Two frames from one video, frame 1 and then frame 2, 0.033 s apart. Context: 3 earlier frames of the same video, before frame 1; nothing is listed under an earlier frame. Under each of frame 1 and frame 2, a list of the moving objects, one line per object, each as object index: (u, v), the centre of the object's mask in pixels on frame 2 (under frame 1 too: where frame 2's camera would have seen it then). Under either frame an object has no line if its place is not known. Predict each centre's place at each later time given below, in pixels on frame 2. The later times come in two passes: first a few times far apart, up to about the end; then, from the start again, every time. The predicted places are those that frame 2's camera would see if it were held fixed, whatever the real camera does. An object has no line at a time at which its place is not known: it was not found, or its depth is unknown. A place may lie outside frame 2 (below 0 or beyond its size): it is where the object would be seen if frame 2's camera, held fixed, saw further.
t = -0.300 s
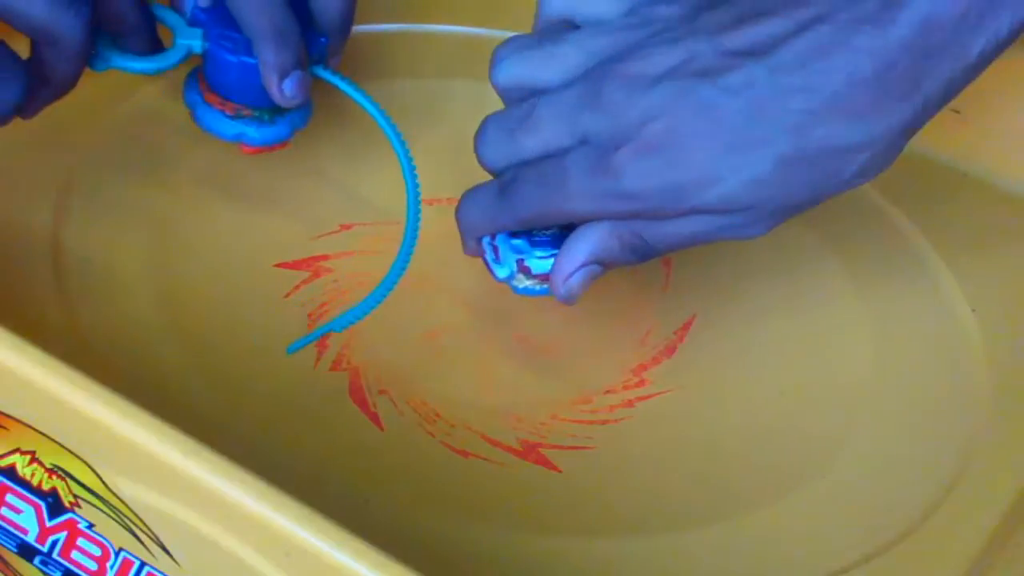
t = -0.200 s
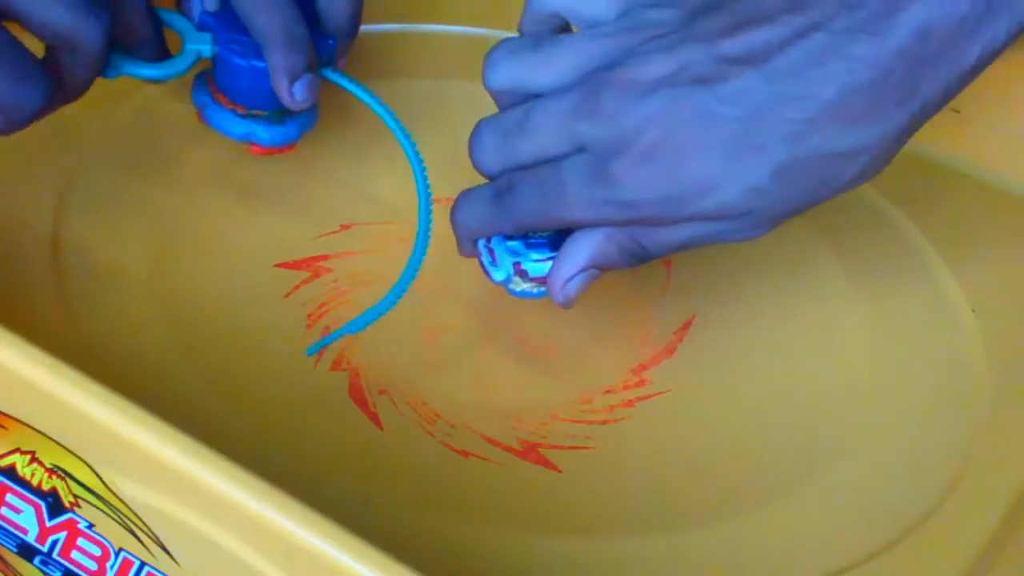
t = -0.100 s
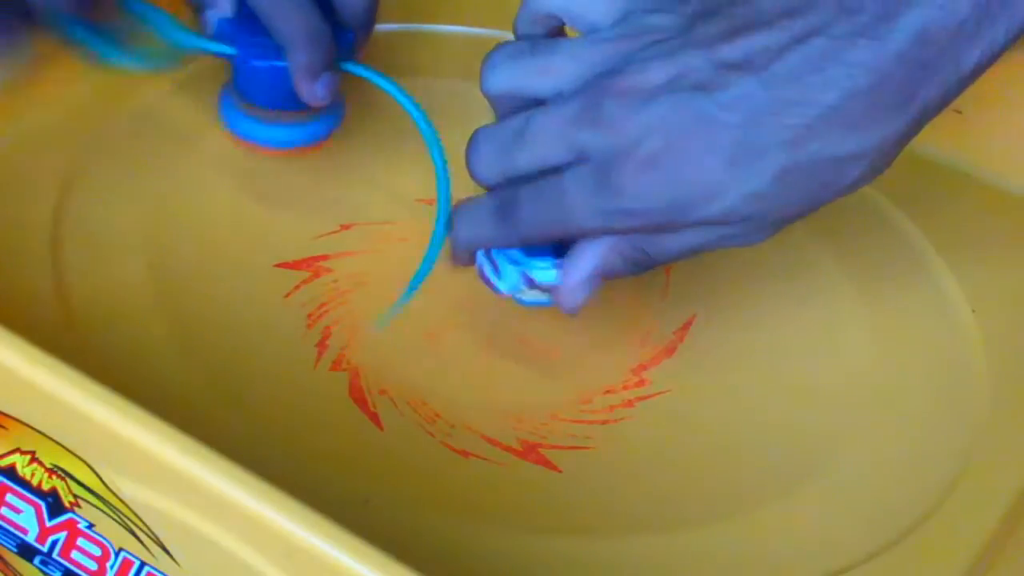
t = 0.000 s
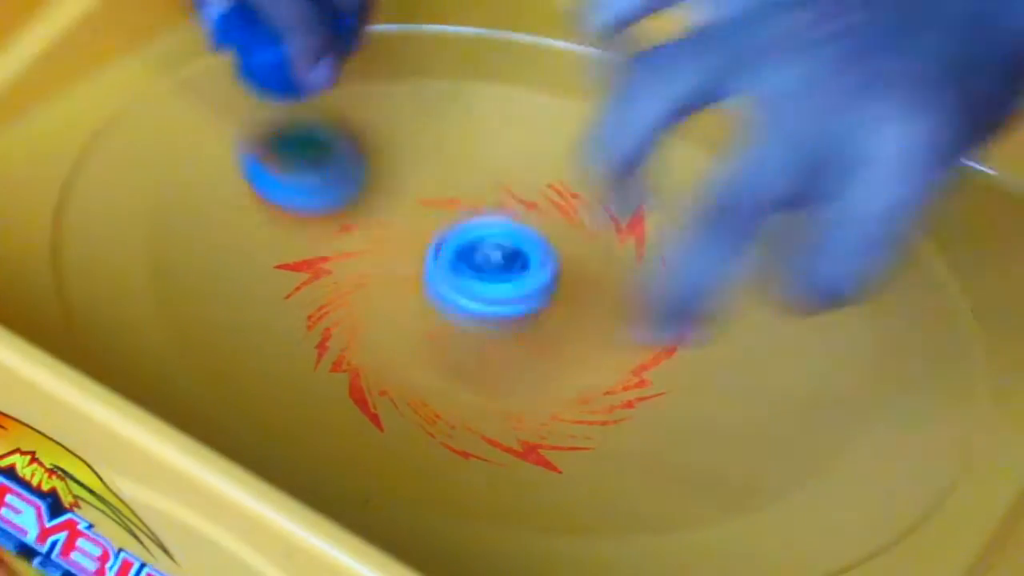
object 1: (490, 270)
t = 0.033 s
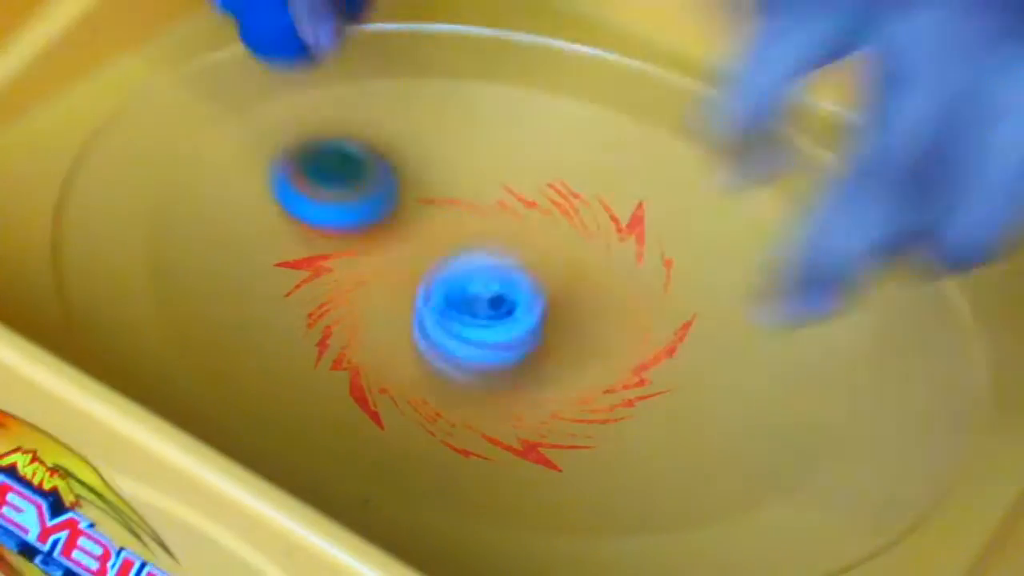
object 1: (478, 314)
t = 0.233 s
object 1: (438, 356)
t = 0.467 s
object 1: (462, 307)
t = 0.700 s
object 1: (538, 268)
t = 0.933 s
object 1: (621, 262)
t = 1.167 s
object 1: (626, 319)
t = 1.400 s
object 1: (543, 305)
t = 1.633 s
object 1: (488, 251)
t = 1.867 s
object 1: (480, 197)
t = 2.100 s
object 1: (571, 220)
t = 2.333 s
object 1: (530, 267)
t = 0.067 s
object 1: (470, 351)
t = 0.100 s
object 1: (465, 360)
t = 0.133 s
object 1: (456, 363)
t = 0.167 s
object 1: (452, 368)
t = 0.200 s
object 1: (448, 363)
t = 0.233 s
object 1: (438, 356)
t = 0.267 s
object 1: (434, 348)
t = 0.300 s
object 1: (436, 342)
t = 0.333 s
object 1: (440, 336)
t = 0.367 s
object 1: (443, 329)
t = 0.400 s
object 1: (448, 322)
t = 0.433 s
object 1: (454, 314)
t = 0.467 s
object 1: (462, 307)
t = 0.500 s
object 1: (471, 300)
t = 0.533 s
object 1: (481, 293)
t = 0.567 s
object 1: (491, 287)
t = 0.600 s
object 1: (502, 282)
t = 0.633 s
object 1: (514, 277)
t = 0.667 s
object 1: (525, 272)
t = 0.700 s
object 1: (538, 268)
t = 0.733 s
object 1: (550, 265)
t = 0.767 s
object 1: (563, 262)
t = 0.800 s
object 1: (576, 260)
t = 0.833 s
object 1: (589, 259)
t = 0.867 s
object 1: (600, 259)
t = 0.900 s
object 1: (611, 259)
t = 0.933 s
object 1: (621, 262)
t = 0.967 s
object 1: (633, 268)
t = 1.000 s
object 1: (641, 277)
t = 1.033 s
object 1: (646, 286)
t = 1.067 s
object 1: (646, 295)
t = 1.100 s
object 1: (643, 304)
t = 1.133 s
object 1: (636, 312)
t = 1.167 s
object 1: (626, 319)
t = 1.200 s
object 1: (613, 324)
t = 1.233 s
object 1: (600, 326)
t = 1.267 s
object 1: (589, 323)
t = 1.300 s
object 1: (577, 320)
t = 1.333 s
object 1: (566, 316)
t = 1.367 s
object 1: (554, 310)
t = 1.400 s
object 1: (543, 305)
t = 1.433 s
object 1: (532, 298)
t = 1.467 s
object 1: (523, 291)
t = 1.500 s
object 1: (515, 283)
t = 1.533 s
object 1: (507, 276)
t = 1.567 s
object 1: (499, 268)
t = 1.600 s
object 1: (493, 259)
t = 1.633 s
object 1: (488, 251)
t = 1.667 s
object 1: (484, 243)
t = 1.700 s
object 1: (481, 234)
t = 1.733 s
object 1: (478, 226)
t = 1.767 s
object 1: (477, 218)
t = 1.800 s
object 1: (477, 211)
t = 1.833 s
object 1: (477, 203)
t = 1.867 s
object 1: (480, 197)
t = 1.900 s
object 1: (490, 192)
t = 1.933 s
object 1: (504, 189)
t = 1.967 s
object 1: (519, 189)
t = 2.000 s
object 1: (535, 192)
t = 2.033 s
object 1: (550, 199)
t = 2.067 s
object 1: (562, 209)
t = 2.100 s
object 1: (571, 220)
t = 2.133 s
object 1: (572, 229)
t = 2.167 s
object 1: (567, 235)
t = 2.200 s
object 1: (561, 241)
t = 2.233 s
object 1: (554, 248)
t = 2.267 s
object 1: (548, 255)
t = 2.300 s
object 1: (540, 261)
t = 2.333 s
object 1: (530, 267)
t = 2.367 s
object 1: (520, 272)
